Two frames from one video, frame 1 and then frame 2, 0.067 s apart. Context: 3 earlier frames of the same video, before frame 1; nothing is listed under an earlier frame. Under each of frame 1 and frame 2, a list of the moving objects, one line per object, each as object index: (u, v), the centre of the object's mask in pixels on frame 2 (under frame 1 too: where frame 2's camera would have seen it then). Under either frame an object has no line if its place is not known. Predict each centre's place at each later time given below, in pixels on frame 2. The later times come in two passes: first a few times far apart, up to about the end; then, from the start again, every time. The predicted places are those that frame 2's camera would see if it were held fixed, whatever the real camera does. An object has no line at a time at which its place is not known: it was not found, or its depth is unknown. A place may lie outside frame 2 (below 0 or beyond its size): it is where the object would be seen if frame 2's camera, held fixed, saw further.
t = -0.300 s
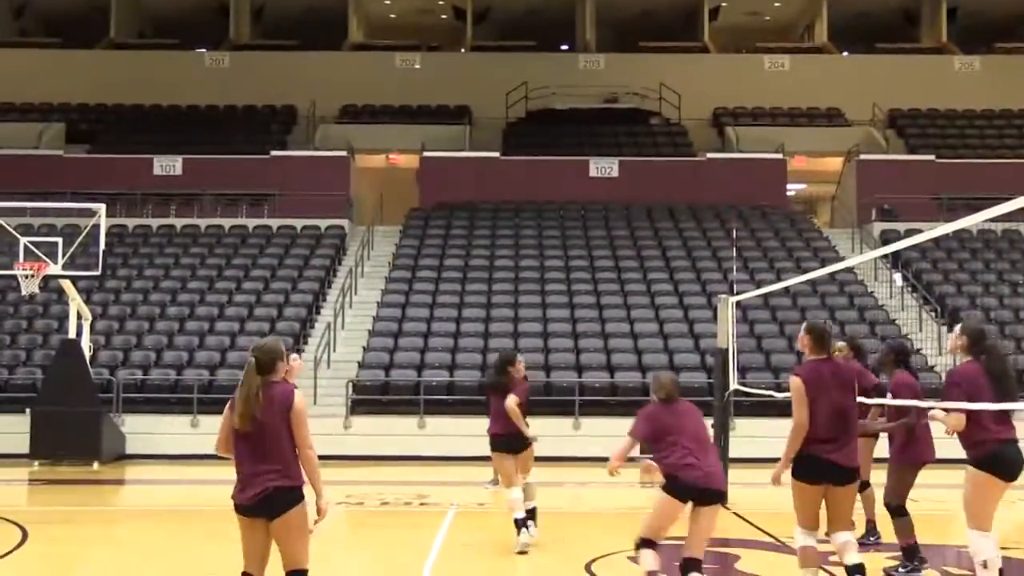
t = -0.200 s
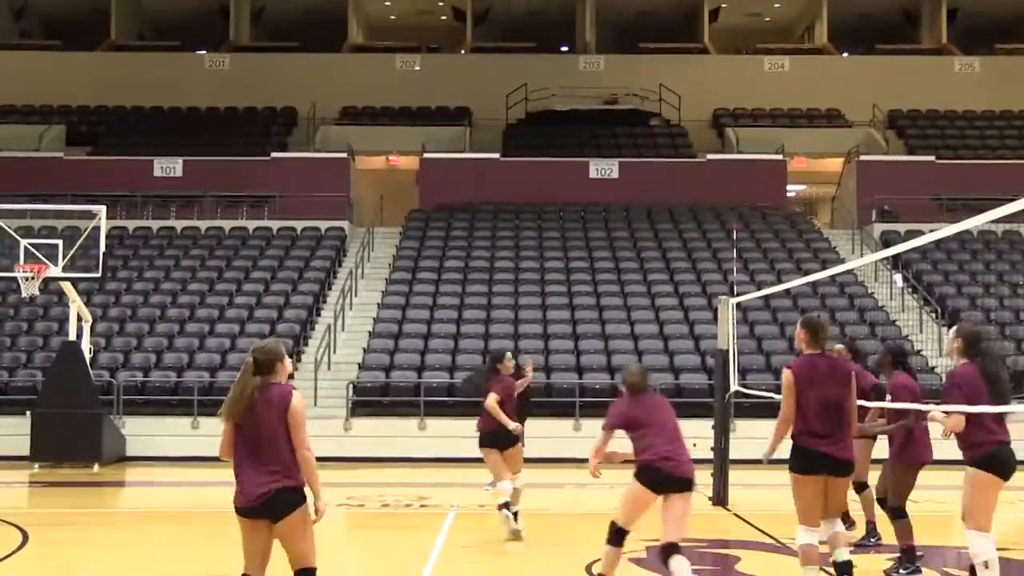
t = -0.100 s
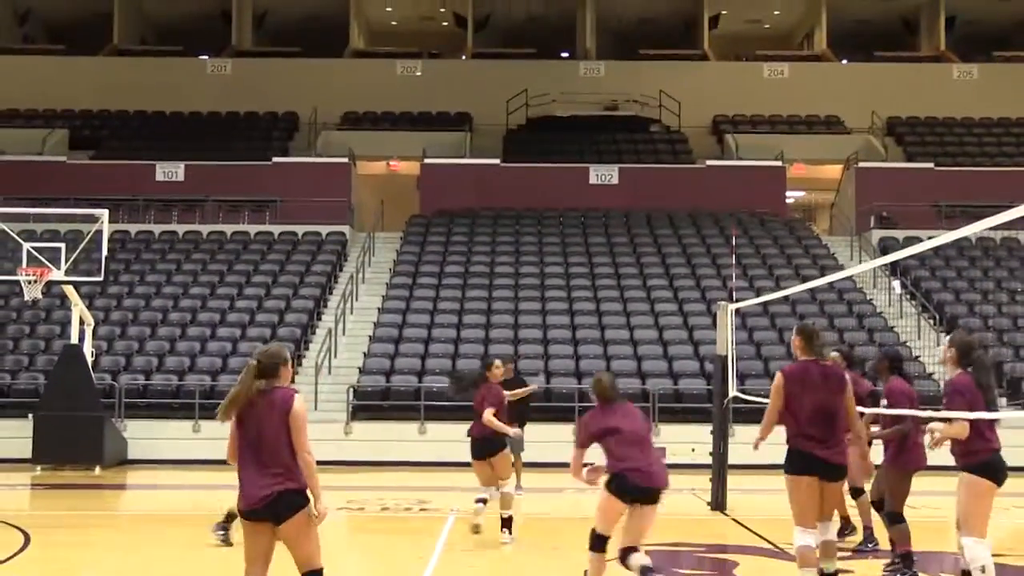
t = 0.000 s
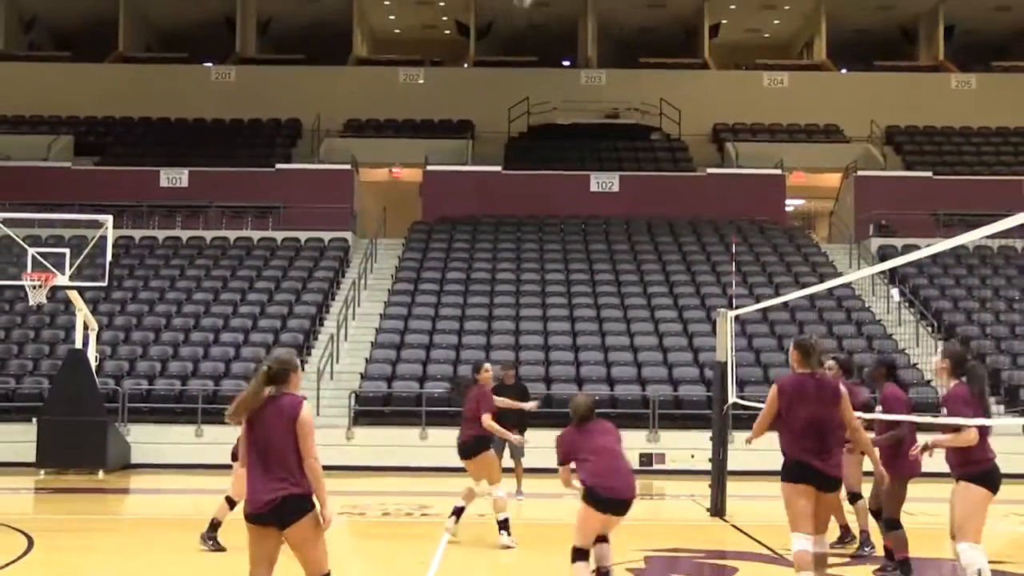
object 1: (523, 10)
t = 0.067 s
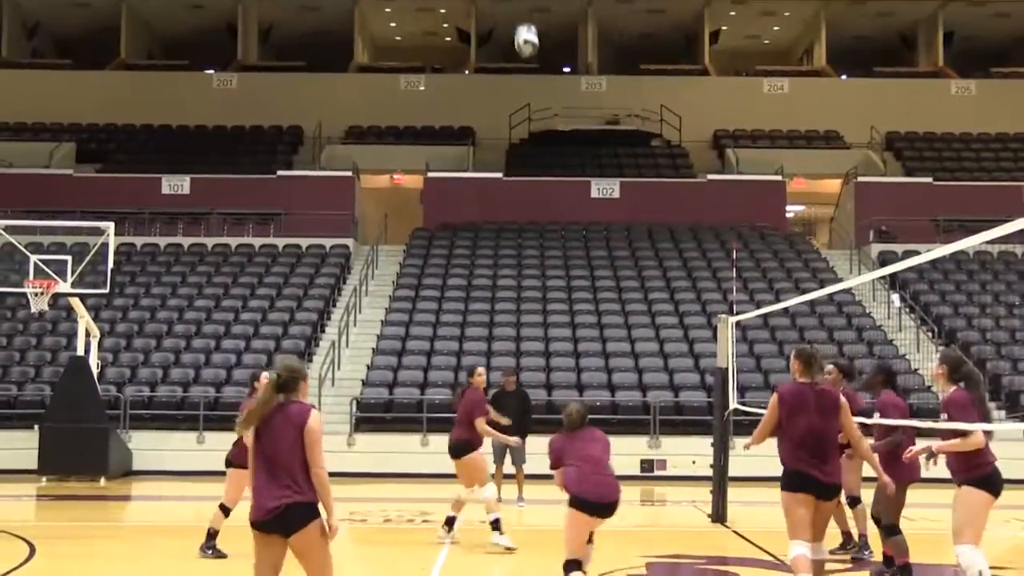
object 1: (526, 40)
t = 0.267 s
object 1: (536, 197)
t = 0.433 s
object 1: (547, 366)
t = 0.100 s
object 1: (528, 62)
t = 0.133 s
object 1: (529, 85)
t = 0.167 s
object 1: (531, 114)
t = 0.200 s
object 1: (532, 140)
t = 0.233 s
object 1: (534, 167)
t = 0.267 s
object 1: (536, 197)
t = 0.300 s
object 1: (538, 230)
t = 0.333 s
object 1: (540, 261)
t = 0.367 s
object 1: (542, 294)
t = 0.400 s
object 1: (544, 329)
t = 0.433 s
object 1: (547, 366)
